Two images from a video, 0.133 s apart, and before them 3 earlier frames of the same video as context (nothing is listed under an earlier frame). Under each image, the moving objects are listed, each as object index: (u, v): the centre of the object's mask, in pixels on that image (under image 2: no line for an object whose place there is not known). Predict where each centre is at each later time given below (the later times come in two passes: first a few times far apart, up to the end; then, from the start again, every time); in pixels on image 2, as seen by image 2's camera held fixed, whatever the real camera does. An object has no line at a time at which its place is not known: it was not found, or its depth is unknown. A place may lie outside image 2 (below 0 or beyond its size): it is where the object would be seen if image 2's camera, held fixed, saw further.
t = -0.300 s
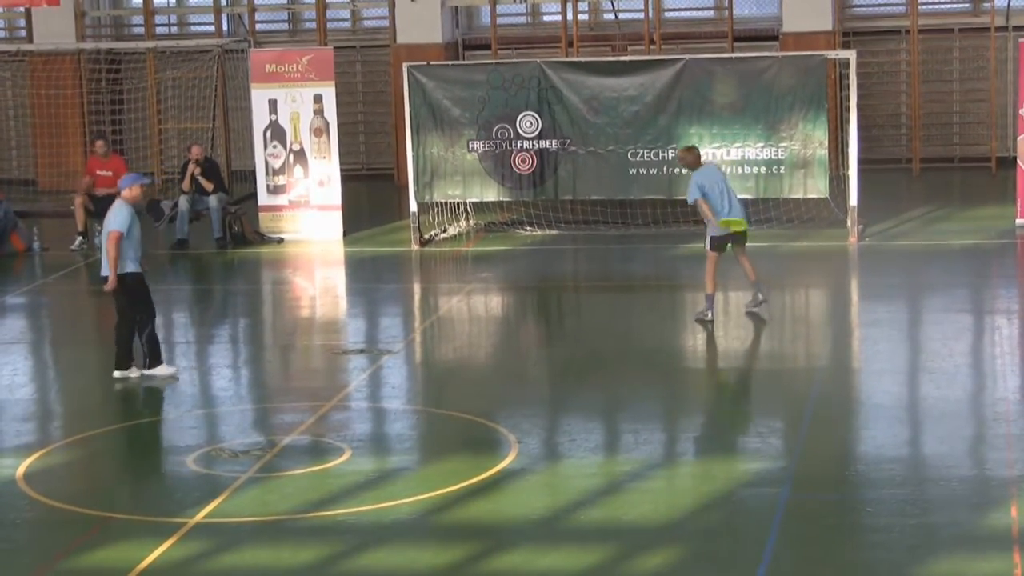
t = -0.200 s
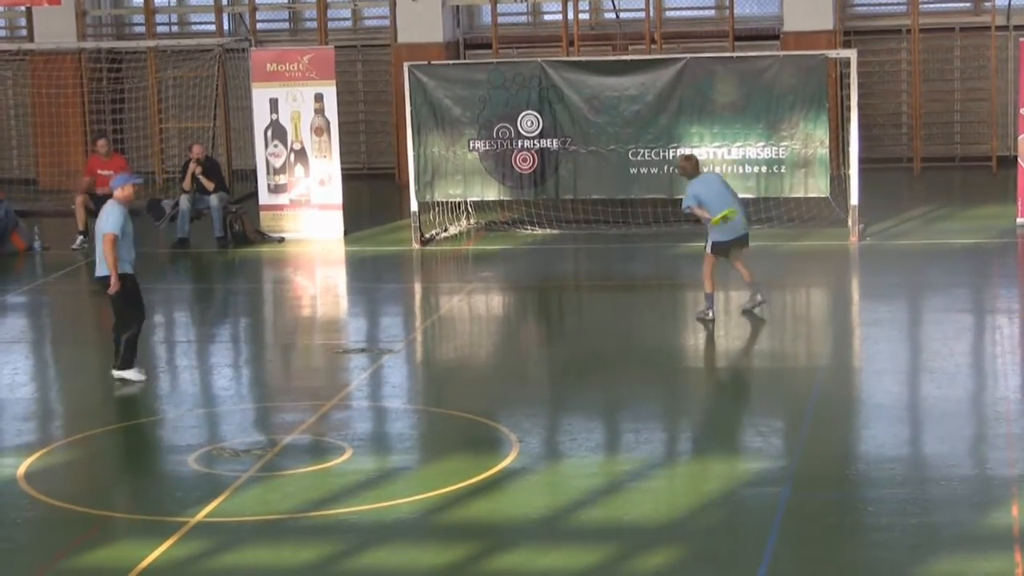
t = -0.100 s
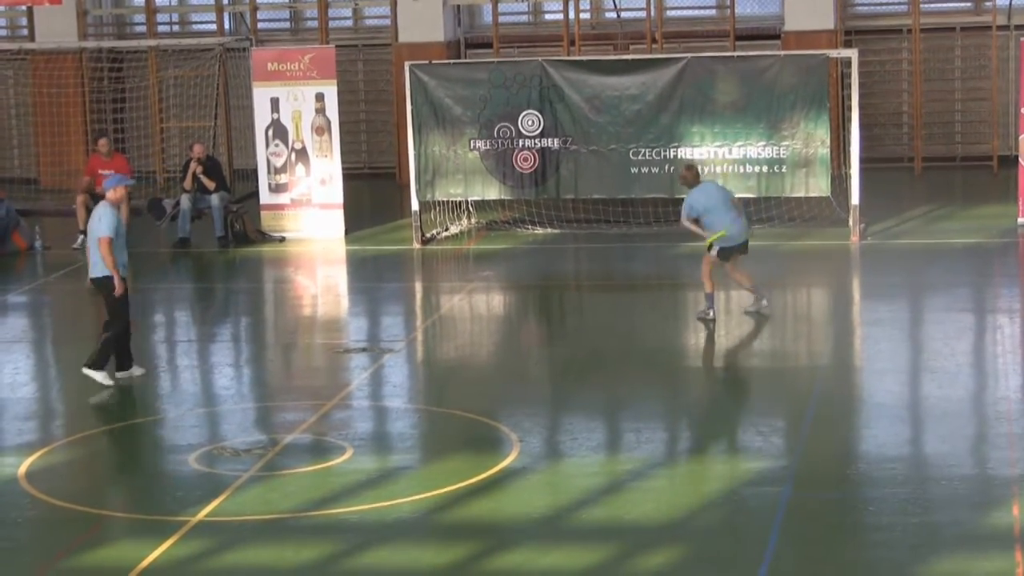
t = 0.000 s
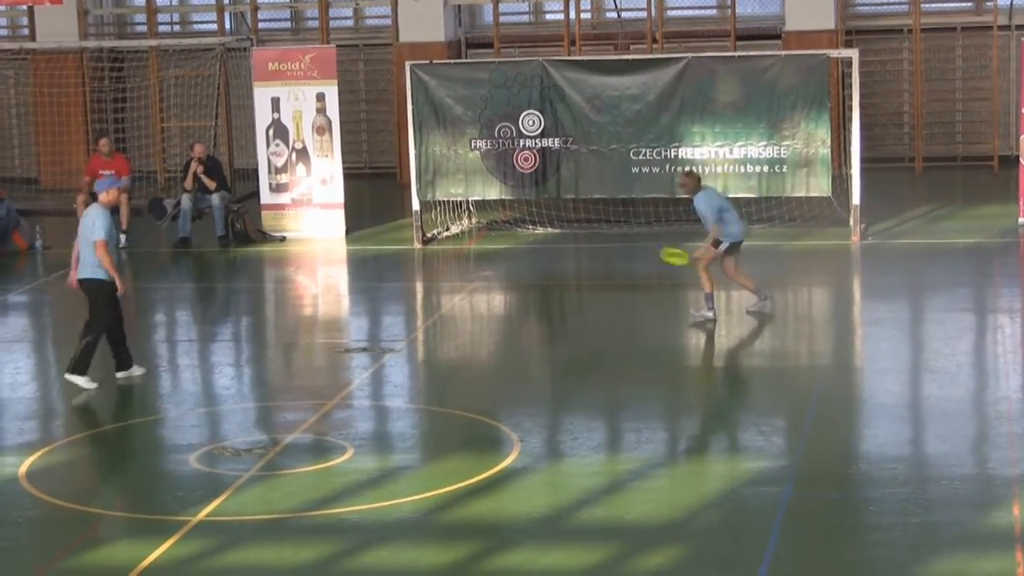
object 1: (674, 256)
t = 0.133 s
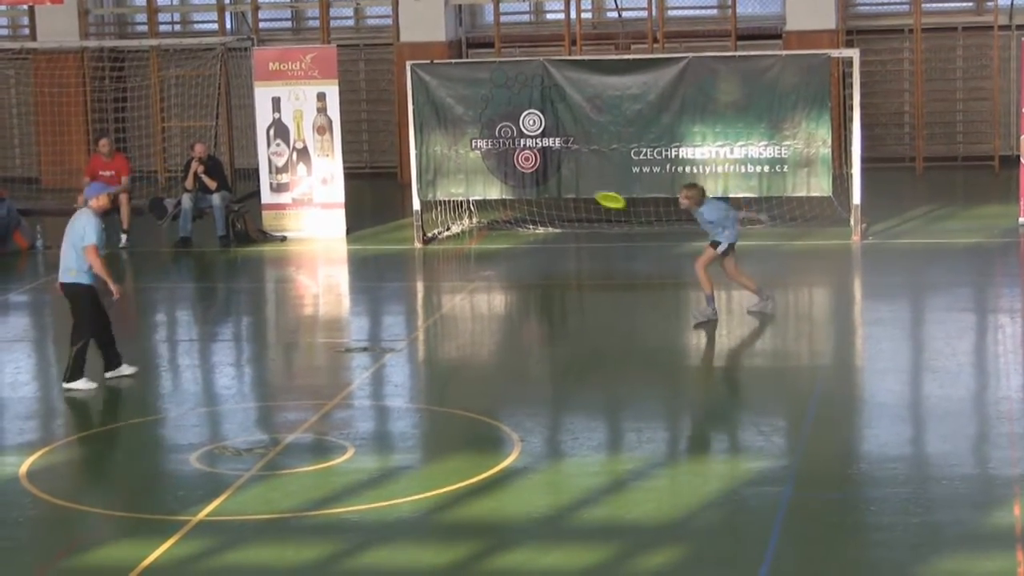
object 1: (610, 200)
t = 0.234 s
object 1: (562, 166)
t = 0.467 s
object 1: (453, 117)
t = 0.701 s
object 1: (355, 105)
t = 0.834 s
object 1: (302, 112)
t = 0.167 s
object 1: (594, 188)
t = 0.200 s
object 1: (578, 176)
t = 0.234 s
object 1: (562, 166)
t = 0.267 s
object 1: (547, 157)
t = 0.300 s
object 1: (531, 149)
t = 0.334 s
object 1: (515, 141)
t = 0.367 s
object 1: (498, 134)
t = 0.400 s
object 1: (483, 128)
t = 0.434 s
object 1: (468, 122)
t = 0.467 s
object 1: (453, 117)
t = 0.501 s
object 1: (439, 113)
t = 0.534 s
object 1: (425, 110)
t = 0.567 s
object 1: (410, 108)
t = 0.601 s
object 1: (396, 106)
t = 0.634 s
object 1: (382, 105)
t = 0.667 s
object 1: (368, 104)
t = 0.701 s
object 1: (355, 105)
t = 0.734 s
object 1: (341, 106)
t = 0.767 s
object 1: (328, 107)
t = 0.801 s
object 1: (314, 109)
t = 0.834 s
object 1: (302, 112)
